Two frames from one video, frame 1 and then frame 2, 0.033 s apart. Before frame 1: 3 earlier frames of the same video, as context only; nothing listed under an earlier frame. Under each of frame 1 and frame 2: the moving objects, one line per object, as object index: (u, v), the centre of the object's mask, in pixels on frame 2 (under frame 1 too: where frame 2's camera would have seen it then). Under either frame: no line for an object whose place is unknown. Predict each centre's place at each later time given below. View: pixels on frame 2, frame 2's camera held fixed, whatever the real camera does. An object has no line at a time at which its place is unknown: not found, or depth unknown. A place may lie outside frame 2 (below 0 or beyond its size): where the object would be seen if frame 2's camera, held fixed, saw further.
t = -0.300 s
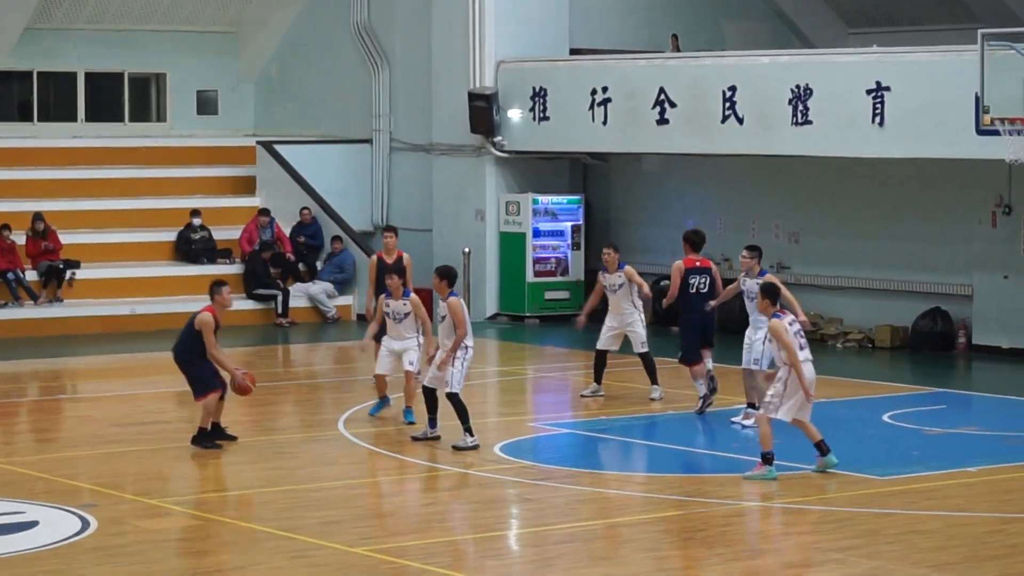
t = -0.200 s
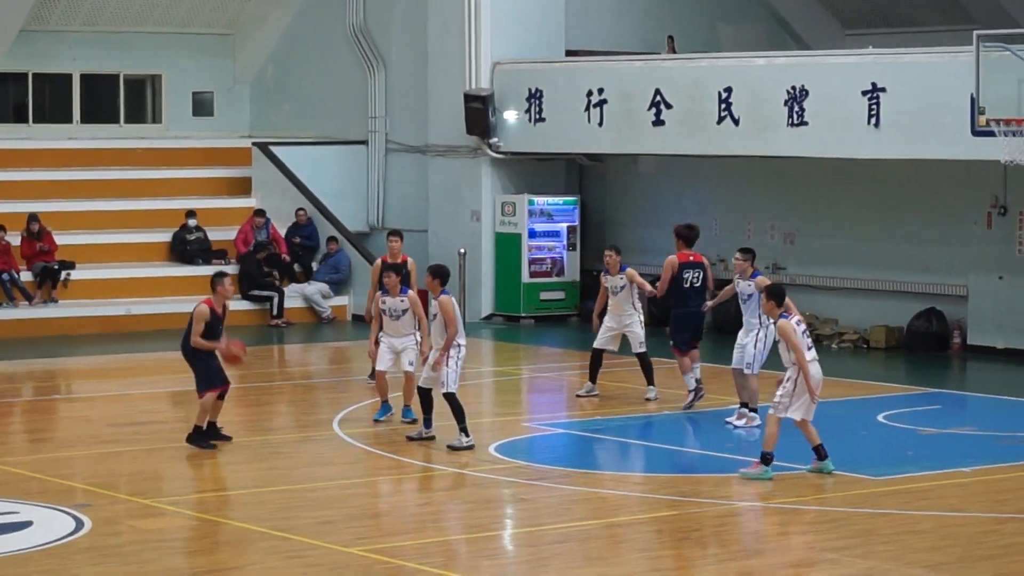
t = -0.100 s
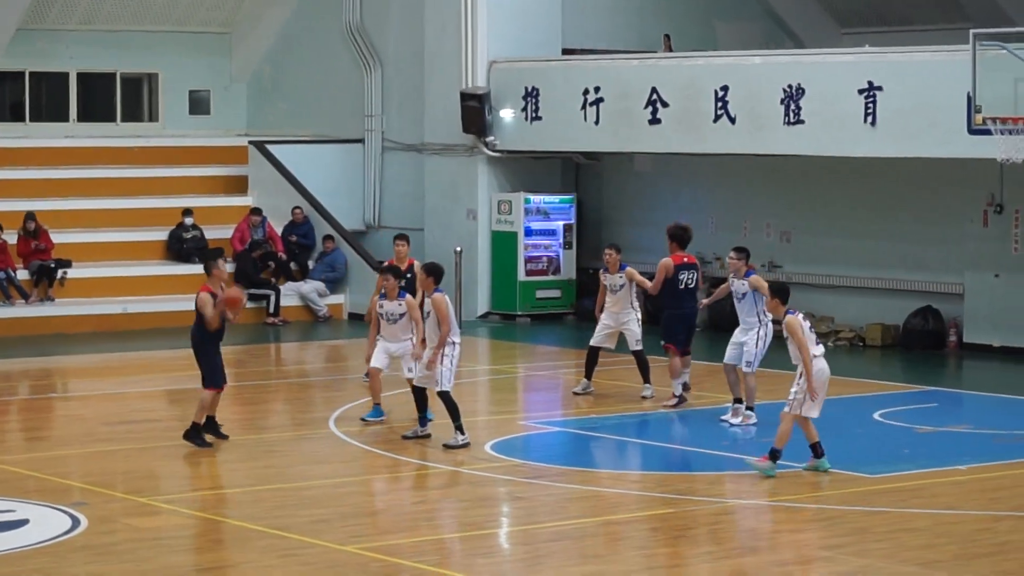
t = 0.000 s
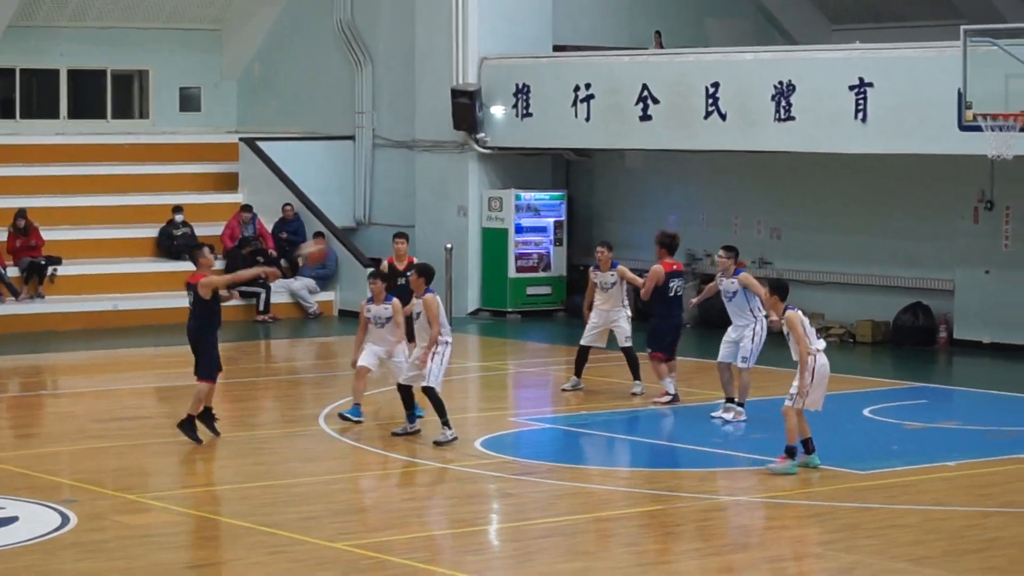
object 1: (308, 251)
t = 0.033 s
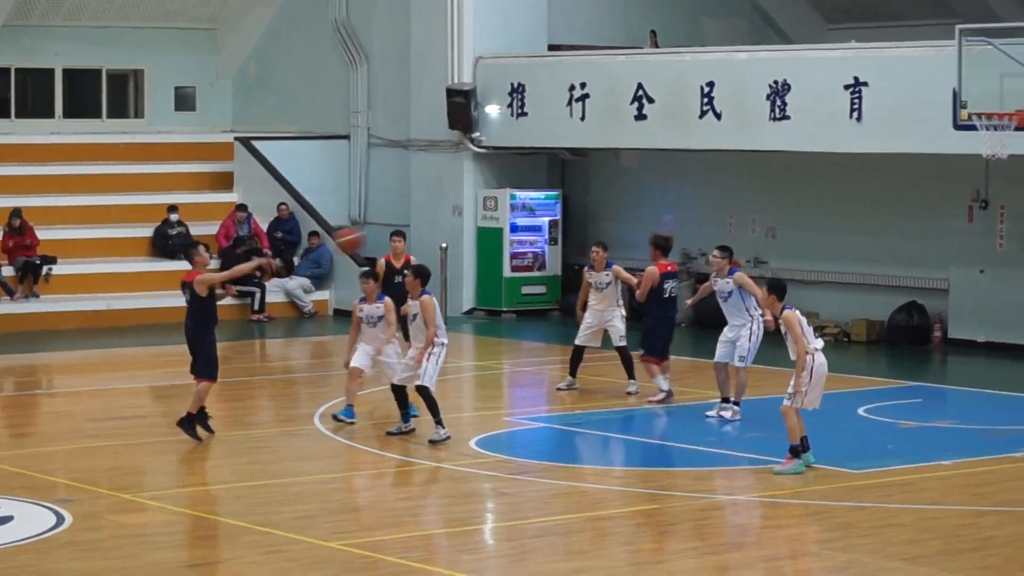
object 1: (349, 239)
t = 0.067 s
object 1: (388, 229)
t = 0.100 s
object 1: (429, 219)
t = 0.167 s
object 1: (505, 202)
